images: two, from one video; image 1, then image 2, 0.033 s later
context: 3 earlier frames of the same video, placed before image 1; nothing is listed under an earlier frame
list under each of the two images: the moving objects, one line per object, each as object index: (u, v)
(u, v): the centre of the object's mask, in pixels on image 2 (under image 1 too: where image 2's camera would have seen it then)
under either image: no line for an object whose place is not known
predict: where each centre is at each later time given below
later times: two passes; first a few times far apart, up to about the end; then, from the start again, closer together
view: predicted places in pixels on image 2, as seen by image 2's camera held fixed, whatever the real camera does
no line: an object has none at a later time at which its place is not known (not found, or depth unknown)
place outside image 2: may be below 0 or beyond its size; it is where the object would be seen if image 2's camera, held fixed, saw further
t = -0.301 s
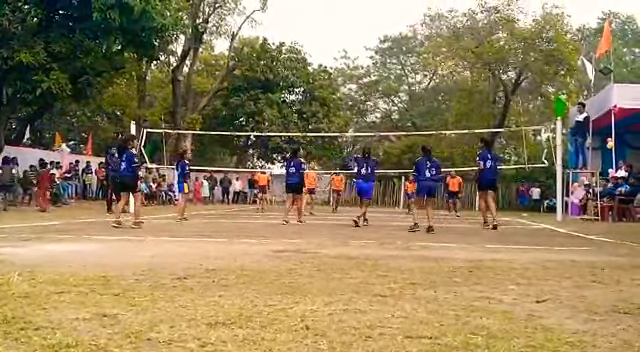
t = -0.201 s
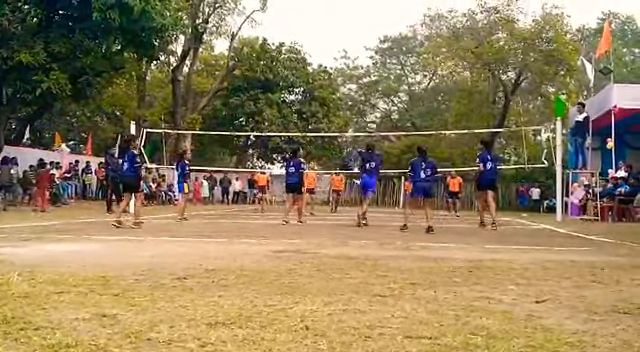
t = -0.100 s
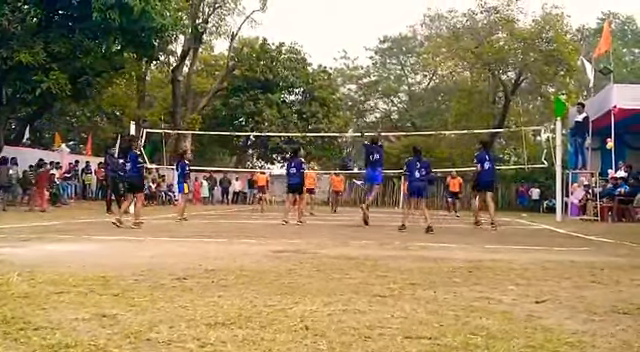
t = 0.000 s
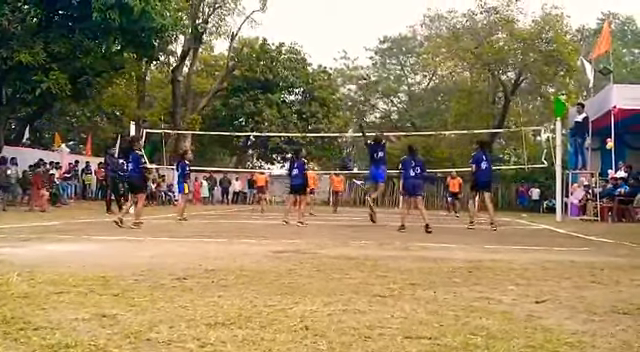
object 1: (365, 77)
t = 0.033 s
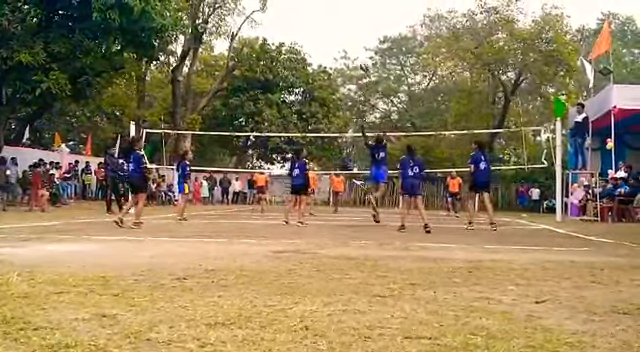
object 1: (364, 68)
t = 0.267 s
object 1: (359, 20)
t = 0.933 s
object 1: (342, 38)
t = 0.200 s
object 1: (360, 30)
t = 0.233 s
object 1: (359, 25)
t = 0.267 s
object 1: (359, 20)
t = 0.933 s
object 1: (342, 38)
